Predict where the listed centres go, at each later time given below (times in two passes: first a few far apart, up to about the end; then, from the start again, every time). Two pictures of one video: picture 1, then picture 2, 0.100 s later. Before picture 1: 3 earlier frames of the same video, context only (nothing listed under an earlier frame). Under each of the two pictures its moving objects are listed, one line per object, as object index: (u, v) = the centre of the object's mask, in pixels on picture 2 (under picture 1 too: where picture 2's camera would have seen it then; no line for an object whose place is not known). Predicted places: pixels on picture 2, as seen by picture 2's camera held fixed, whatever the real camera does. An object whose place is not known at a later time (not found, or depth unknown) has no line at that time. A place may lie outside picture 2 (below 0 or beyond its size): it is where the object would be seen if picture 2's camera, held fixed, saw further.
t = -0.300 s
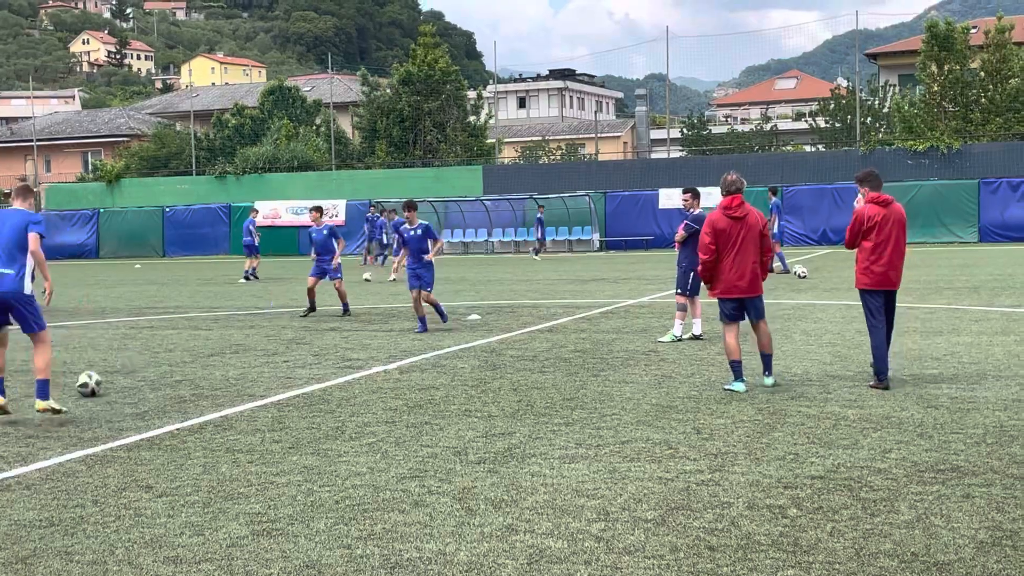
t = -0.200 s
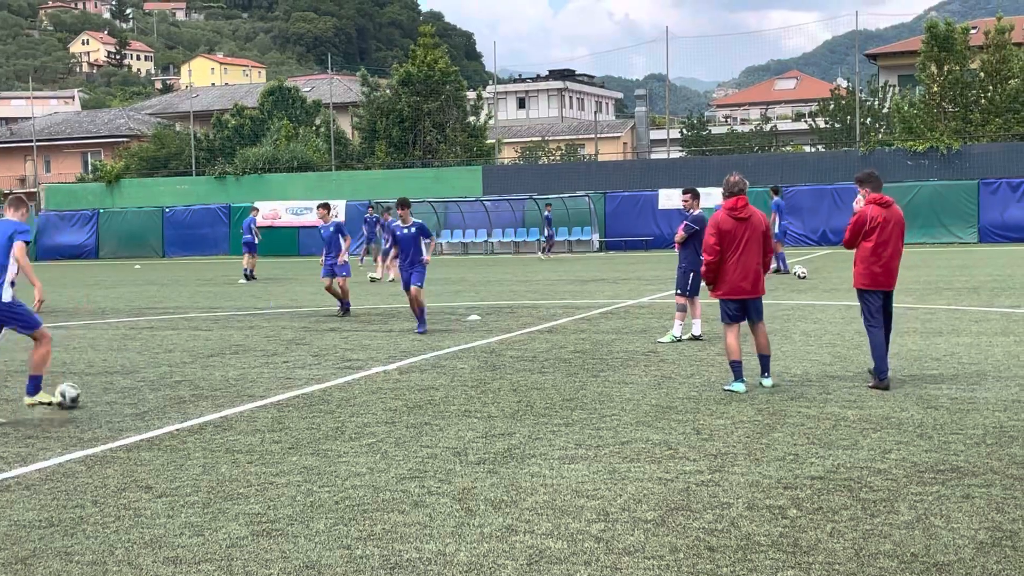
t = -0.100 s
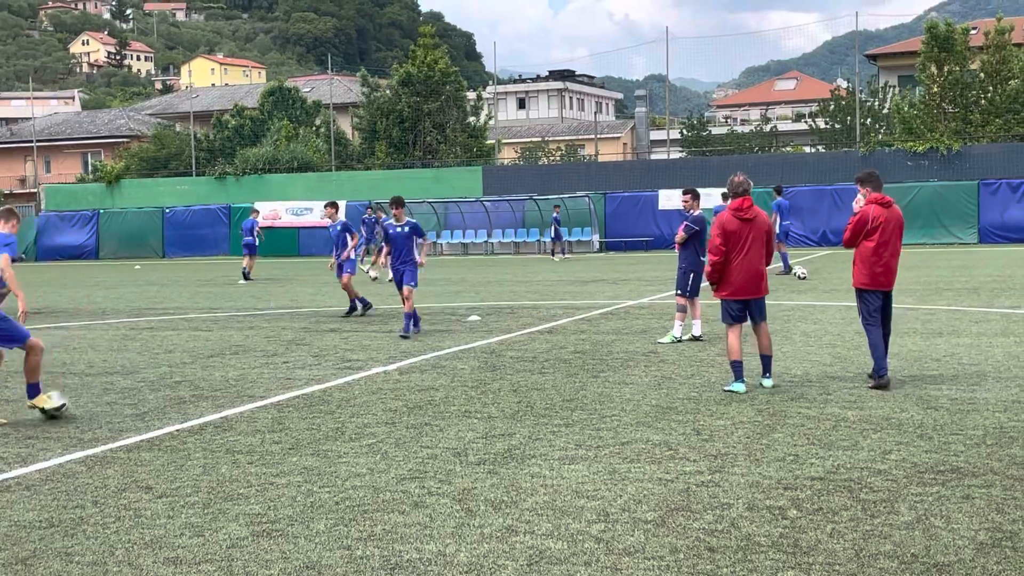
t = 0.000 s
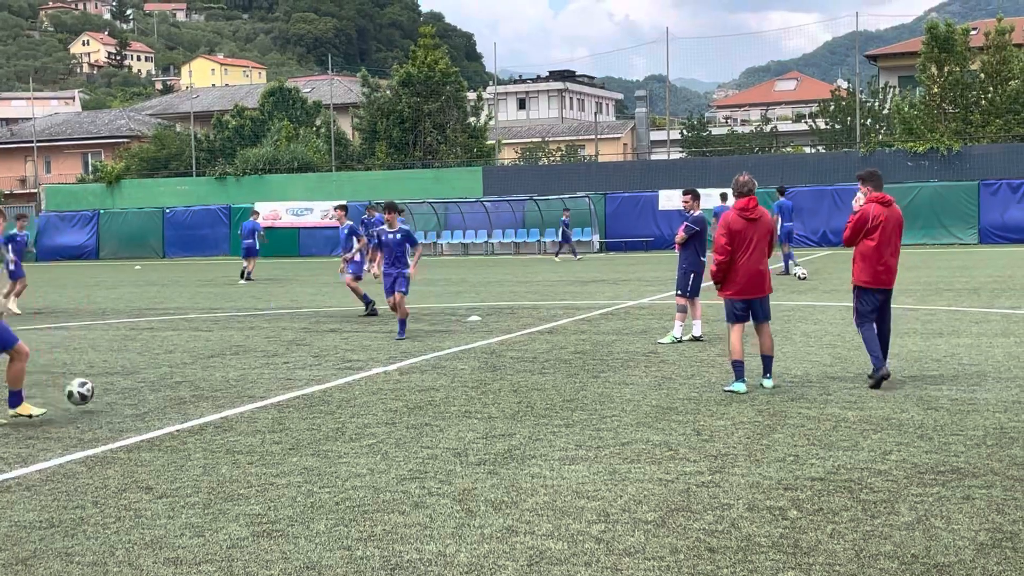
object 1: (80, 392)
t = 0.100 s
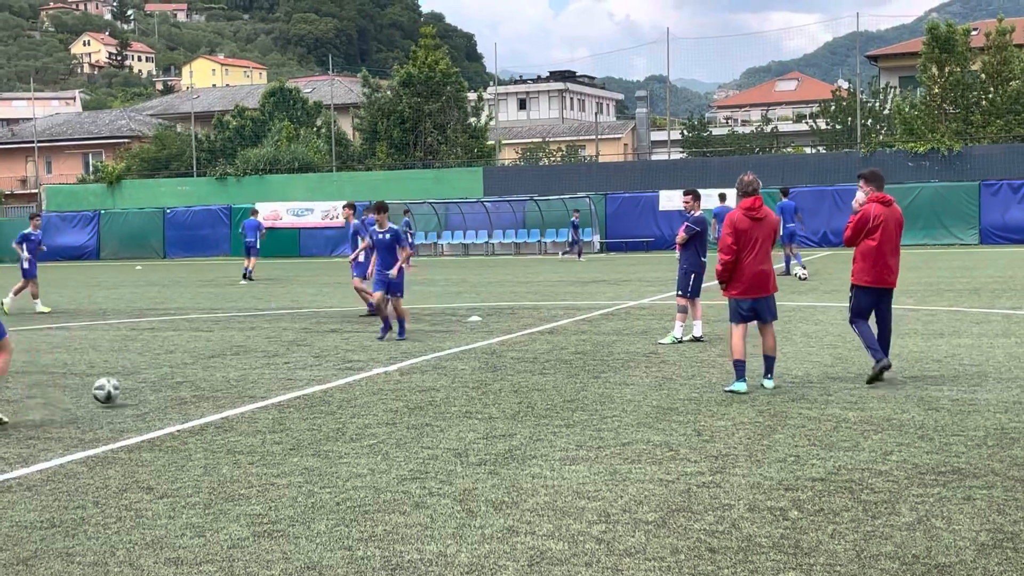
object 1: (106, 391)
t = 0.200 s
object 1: (127, 388)
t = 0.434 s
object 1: (166, 382)
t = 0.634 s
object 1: (198, 376)
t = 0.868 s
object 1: (231, 370)
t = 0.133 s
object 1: (114, 393)
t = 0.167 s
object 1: (120, 391)
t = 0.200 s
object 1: (127, 388)
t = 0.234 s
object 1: (132, 386)
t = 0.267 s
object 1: (138, 386)
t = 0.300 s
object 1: (144, 386)
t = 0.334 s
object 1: (150, 385)
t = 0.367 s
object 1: (155, 383)
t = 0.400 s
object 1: (161, 383)
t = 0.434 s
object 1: (166, 382)
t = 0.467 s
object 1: (172, 380)
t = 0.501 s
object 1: (178, 380)
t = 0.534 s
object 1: (183, 379)
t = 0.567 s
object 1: (188, 378)
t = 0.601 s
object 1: (193, 377)
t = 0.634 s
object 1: (198, 376)
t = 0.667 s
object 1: (203, 375)
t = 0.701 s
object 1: (208, 374)
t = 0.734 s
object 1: (213, 373)
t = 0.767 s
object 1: (218, 372)
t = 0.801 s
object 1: (222, 371)
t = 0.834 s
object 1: (227, 371)
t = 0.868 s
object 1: (231, 370)
